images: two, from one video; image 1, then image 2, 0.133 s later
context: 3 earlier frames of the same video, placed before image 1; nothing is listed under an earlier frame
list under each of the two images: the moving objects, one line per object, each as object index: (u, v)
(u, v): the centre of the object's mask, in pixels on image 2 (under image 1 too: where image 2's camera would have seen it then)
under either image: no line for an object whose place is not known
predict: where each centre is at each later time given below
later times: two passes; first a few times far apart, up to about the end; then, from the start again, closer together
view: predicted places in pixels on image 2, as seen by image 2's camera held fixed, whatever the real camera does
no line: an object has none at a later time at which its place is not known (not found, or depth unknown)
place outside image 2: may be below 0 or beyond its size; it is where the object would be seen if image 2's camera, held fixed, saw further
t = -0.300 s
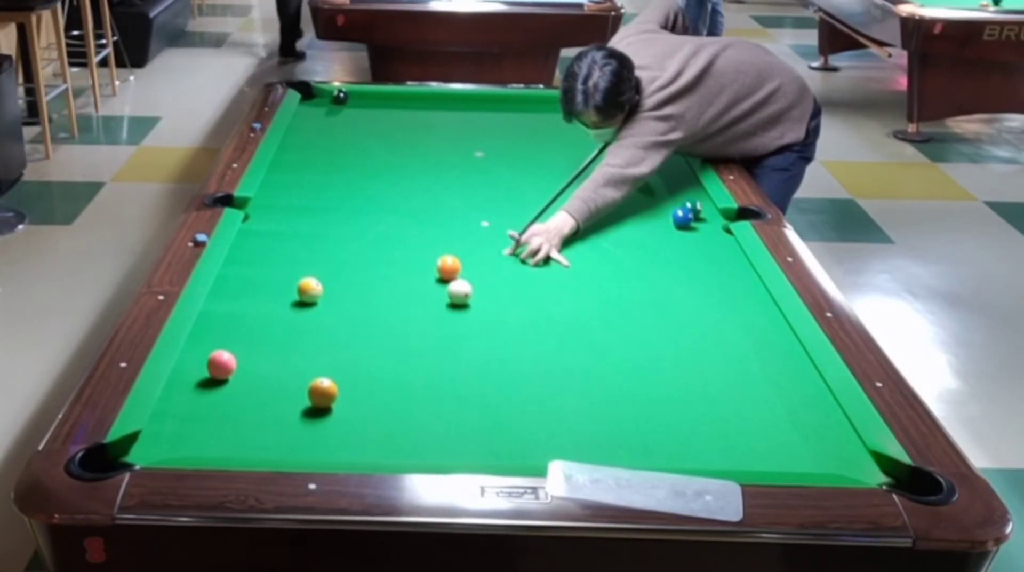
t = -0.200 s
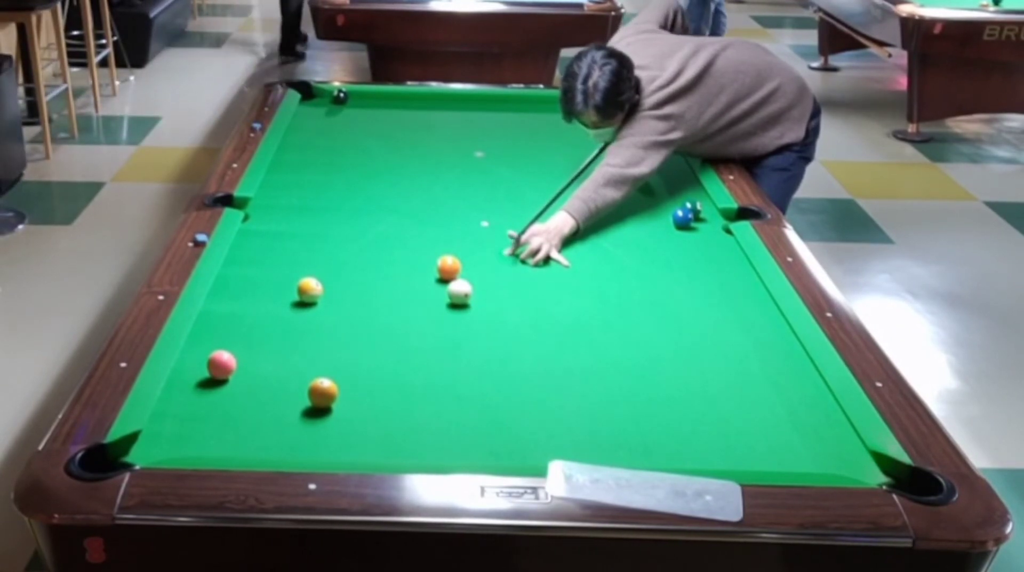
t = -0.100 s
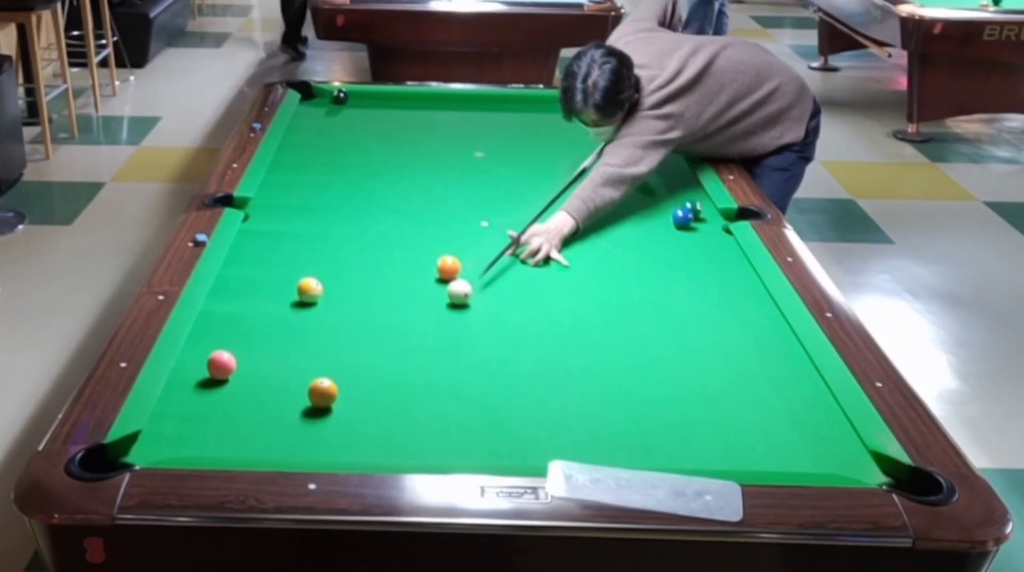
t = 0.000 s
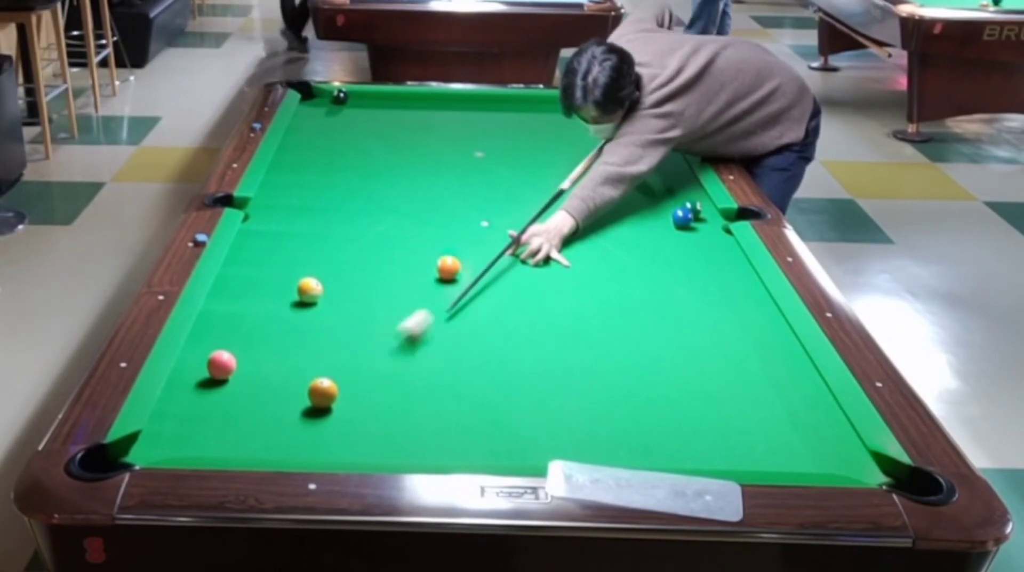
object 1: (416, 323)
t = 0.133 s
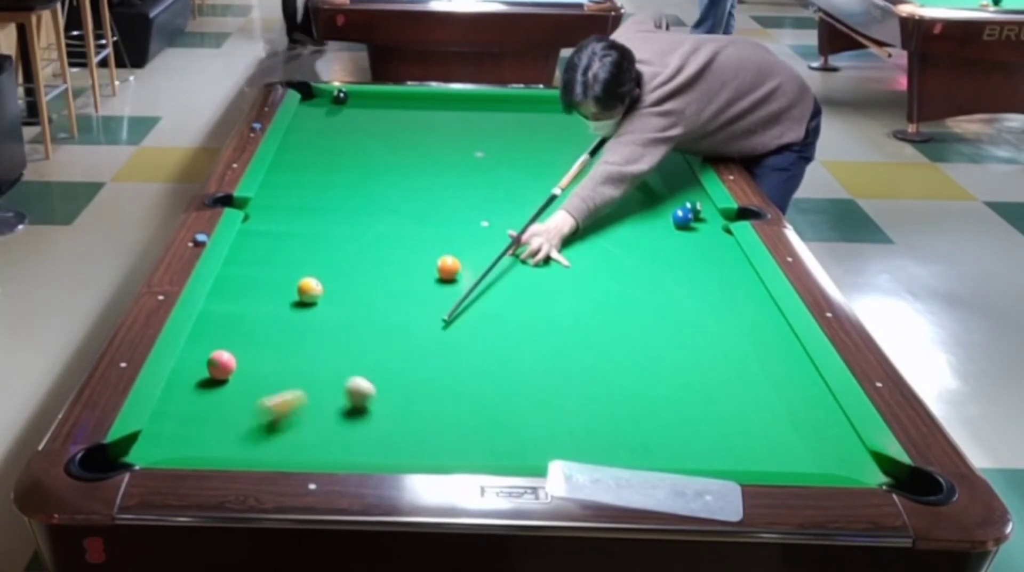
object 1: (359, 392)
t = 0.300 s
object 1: (406, 428)
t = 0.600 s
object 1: (502, 438)
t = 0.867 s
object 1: (589, 414)
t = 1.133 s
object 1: (665, 392)
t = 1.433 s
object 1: (743, 371)
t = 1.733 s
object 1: (778, 349)
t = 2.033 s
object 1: (726, 326)
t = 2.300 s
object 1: (685, 308)
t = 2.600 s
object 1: (645, 289)
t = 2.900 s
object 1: (608, 274)
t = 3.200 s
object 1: (576, 260)
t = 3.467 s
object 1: (550, 249)
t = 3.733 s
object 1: (527, 240)
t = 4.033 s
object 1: (504, 230)
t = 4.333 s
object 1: (483, 221)
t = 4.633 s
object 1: (465, 214)
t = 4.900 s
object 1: (450, 208)
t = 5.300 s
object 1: (433, 199)
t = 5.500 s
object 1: (424, 196)
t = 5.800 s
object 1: (413, 193)
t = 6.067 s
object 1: (404, 189)
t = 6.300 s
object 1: (398, 187)
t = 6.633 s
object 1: (390, 185)
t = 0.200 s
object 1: (379, 407)
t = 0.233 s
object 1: (388, 415)
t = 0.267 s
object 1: (397, 422)
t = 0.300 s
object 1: (406, 428)
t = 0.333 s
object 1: (414, 435)
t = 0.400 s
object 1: (432, 447)
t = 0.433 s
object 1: (443, 450)
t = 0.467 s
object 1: (456, 449)
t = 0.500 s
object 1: (468, 447)
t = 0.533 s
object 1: (479, 445)
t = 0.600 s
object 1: (502, 438)
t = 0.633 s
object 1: (513, 435)
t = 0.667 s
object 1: (525, 432)
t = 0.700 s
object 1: (535, 429)
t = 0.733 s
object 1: (546, 426)
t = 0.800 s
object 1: (567, 420)
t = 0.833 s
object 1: (579, 417)
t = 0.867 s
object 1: (589, 414)
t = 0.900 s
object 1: (598, 411)
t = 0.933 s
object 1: (608, 408)
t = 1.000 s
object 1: (628, 402)
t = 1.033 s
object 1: (637, 400)
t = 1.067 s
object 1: (647, 397)
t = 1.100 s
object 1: (656, 395)
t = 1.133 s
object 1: (665, 392)
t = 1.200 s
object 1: (683, 387)
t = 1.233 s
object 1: (692, 385)
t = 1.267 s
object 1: (701, 382)
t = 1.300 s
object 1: (709, 380)
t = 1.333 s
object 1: (717, 378)
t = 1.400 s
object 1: (734, 373)
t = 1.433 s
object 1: (743, 371)
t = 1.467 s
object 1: (751, 368)
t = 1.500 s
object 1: (759, 366)
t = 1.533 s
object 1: (767, 364)
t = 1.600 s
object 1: (783, 359)
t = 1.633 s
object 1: (790, 357)
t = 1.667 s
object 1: (792, 355)
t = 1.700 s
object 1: (785, 352)
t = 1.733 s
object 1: (778, 349)
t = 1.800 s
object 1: (766, 343)
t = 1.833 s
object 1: (760, 341)
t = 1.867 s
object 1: (754, 338)
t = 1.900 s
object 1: (748, 335)
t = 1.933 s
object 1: (743, 333)
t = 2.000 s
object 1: (731, 328)
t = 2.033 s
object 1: (726, 326)
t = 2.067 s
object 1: (721, 323)
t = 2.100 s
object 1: (716, 321)
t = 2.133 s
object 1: (710, 319)
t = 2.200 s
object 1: (700, 314)
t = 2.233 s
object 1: (695, 312)
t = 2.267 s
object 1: (690, 310)
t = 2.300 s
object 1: (685, 308)
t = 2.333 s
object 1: (680, 306)
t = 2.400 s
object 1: (671, 302)
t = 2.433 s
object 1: (666, 299)
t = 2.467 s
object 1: (662, 297)
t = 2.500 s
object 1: (658, 295)
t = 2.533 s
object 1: (653, 293)
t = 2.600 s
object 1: (645, 289)
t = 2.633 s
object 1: (640, 288)
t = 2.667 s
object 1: (636, 286)
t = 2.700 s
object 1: (632, 284)
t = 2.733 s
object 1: (628, 283)
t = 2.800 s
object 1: (620, 279)
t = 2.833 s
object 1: (616, 277)
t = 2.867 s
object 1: (612, 276)
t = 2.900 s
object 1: (608, 274)
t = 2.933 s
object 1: (605, 272)
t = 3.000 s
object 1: (597, 269)
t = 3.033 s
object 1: (593, 267)
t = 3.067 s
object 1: (590, 266)
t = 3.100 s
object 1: (586, 264)
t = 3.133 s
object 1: (583, 263)
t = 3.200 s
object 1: (576, 260)
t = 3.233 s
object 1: (573, 259)
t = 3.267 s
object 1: (570, 257)
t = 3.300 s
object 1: (566, 256)
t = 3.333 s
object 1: (563, 255)
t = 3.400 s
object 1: (557, 252)
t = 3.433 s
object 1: (554, 251)
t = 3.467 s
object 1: (550, 249)
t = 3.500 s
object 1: (548, 248)
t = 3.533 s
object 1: (544, 247)
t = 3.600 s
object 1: (539, 244)
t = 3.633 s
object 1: (536, 243)
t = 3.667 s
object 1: (533, 242)
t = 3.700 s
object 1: (530, 241)
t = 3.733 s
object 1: (527, 240)
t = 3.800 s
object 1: (522, 237)
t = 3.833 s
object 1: (519, 236)
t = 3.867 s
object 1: (517, 235)
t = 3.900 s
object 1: (514, 234)
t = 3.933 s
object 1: (512, 233)
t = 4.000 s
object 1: (506, 231)
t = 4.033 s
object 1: (504, 230)
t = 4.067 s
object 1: (501, 229)
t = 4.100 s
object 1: (499, 228)
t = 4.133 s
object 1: (497, 227)
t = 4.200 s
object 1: (492, 225)
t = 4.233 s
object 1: (490, 224)
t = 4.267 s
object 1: (488, 223)
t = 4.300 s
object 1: (485, 222)
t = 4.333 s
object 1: (483, 221)
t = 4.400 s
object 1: (479, 219)
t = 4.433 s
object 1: (477, 218)
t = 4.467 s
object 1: (475, 217)
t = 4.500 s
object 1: (473, 217)
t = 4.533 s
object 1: (471, 216)
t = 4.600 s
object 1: (467, 215)
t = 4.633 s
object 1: (465, 214)
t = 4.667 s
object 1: (463, 213)
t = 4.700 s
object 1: (461, 212)
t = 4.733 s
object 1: (459, 212)
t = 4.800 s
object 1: (456, 210)
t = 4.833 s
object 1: (454, 209)
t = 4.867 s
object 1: (452, 208)
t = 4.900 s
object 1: (450, 208)
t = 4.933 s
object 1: (449, 207)
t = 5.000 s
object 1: (446, 206)
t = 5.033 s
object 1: (444, 205)
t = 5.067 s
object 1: (441, 199)
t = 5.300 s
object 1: (433, 199)
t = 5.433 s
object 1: (426, 198)
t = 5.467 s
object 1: (425, 197)
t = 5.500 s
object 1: (424, 196)
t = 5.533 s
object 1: (422, 196)
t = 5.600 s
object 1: (420, 195)
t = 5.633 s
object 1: (418, 195)
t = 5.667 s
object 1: (417, 194)
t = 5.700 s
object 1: (416, 194)
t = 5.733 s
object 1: (415, 193)
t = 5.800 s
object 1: (413, 193)
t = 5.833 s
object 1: (411, 192)
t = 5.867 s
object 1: (410, 192)
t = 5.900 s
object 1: (409, 191)
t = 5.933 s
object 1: (408, 191)
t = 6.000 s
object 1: (406, 190)
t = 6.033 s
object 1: (405, 190)
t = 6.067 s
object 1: (404, 189)
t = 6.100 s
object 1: (403, 189)
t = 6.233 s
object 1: (399, 188)
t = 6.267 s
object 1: (398, 187)
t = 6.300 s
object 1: (398, 187)
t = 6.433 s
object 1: (394, 186)
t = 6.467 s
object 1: (394, 186)
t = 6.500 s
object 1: (393, 186)
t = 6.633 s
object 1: (390, 185)
